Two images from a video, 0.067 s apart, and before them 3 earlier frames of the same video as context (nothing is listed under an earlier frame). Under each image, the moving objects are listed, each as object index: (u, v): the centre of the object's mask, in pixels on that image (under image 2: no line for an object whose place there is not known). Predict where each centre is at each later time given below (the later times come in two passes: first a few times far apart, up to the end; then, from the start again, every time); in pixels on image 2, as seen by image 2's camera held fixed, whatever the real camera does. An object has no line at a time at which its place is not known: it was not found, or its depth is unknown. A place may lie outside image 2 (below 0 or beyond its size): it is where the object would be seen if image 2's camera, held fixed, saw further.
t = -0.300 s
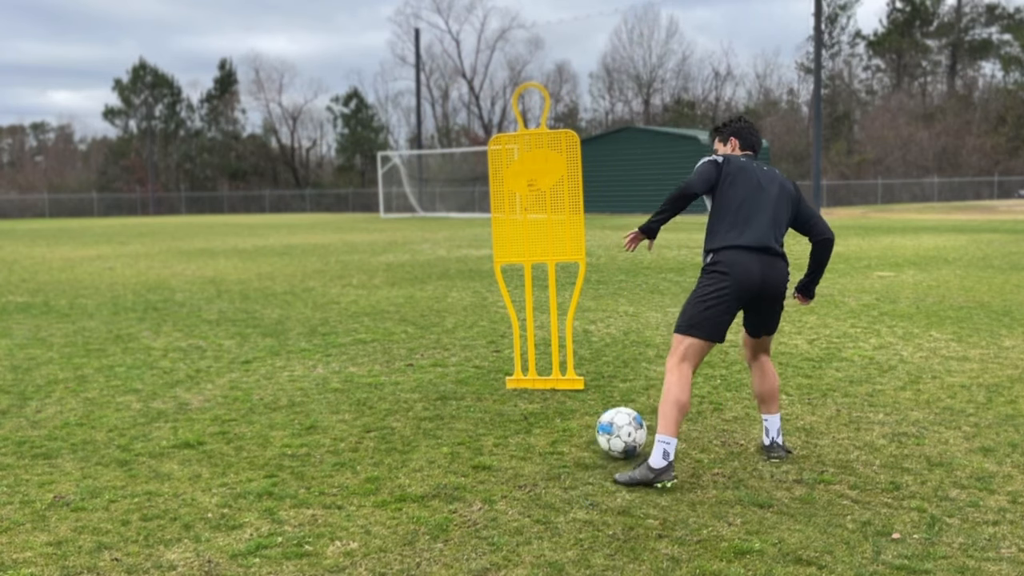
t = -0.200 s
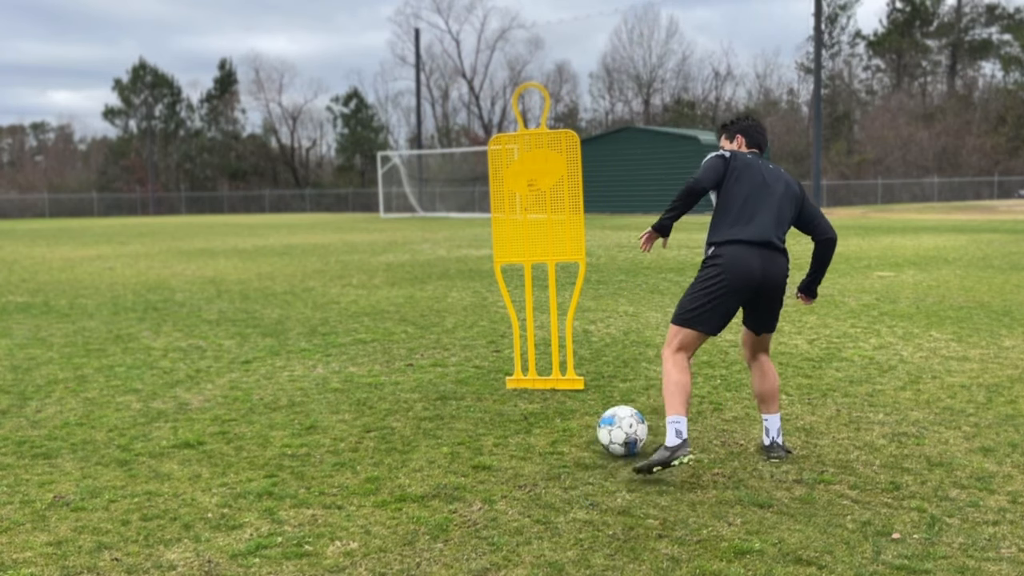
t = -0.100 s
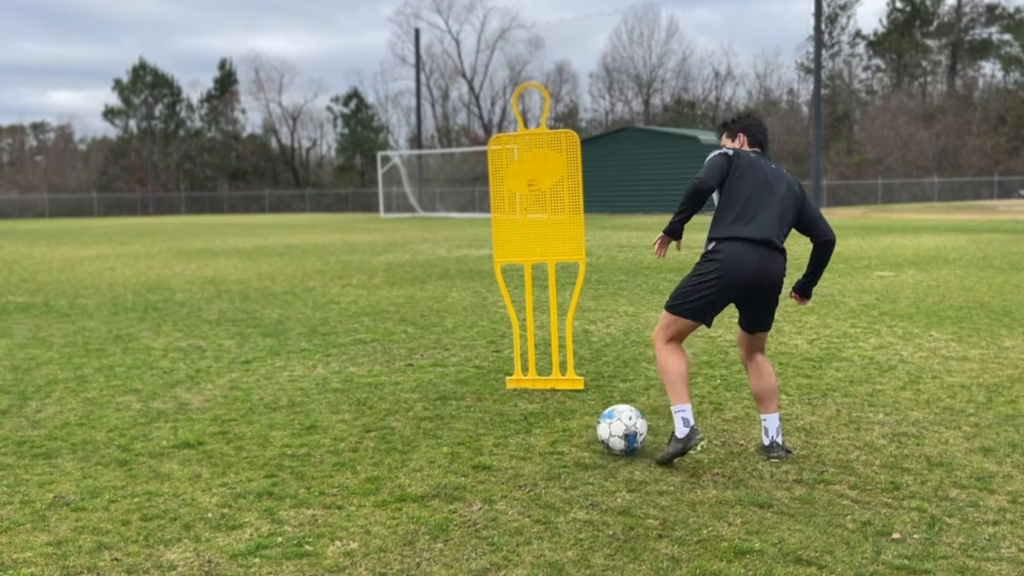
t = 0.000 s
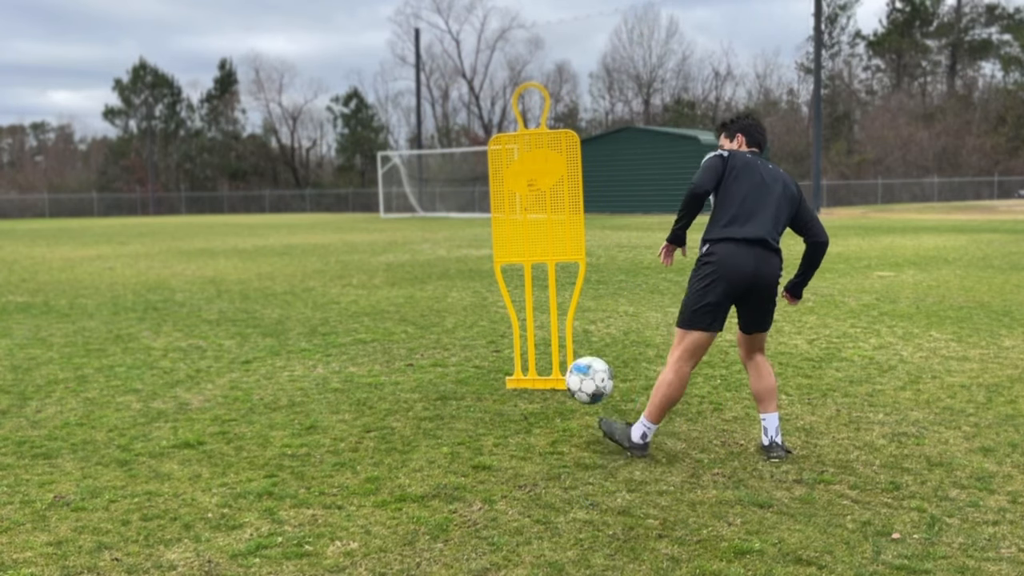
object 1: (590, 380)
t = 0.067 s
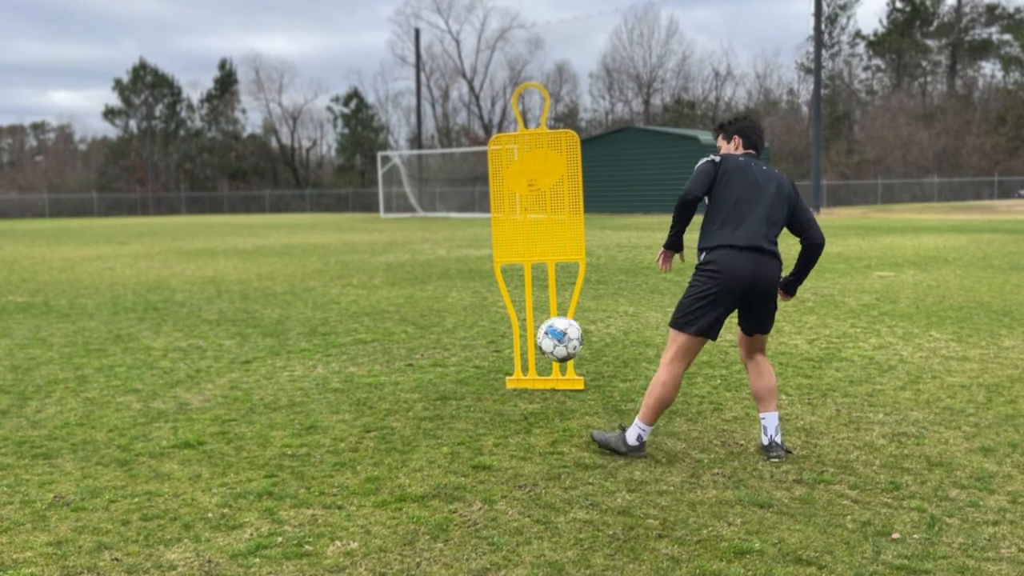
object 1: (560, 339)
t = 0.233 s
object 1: (496, 283)
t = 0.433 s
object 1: (432, 288)
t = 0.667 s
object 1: (374, 354)
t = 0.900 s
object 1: (347, 324)
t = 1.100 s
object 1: (326, 343)
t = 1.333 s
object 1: (298, 341)
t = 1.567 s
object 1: (272, 337)
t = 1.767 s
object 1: (253, 335)
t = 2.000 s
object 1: (231, 331)
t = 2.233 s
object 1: (212, 328)
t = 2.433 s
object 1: (196, 328)
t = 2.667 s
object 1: (182, 326)
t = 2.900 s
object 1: (171, 326)
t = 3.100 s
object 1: (162, 326)
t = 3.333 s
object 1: (154, 326)
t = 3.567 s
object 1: (149, 325)
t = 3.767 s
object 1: (148, 325)
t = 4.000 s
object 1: (150, 325)
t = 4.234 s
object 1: (150, 325)
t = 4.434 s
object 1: (150, 325)
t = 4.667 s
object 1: (150, 325)
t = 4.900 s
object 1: (150, 325)
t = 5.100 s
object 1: (150, 325)
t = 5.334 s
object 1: (150, 325)
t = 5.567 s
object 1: (150, 325)
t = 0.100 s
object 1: (546, 322)
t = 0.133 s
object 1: (533, 309)
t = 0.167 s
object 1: (520, 298)
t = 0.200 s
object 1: (508, 289)
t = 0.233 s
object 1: (496, 283)
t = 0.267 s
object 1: (484, 279)
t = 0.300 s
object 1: (473, 277)
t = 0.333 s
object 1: (462, 277)
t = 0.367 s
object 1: (452, 279)
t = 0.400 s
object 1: (441, 282)
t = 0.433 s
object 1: (432, 288)
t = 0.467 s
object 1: (423, 295)
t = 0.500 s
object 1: (413, 303)
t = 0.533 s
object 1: (404, 313)
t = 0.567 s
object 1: (396, 325)
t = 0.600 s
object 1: (387, 337)
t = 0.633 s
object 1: (380, 352)
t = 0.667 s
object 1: (374, 354)
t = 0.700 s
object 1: (370, 345)
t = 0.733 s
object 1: (366, 337)
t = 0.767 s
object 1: (362, 331)
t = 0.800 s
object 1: (358, 327)
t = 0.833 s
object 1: (354, 324)
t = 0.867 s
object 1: (350, 324)
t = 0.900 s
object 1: (347, 324)
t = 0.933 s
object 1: (343, 326)
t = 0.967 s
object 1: (340, 330)
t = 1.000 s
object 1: (337, 336)
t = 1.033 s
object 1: (333, 343)
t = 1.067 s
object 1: (330, 348)
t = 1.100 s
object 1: (326, 343)
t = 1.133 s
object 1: (322, 339)
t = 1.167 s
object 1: (317, 337)
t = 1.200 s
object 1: (313, 337)
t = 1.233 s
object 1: (309, 337)
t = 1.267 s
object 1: (305, 341)
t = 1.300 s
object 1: (302, 342)
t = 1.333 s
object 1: (298, 341)
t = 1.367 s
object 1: (294, 340)
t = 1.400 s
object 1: (290, 340)
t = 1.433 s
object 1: (286, 340)
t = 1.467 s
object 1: (283, 339)
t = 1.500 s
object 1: (279, 338)
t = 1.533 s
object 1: (276, 338)
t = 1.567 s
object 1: (272, 337)
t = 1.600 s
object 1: (269, 336)
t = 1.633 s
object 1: (266, 335)
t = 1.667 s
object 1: (263, 336)
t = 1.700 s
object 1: (259, 336)
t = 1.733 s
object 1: (257, 335)
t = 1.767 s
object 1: (253, 335)
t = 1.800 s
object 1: (250, 334)
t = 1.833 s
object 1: (247, 334)
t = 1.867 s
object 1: (243, 333)
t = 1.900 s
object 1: (240, 333)
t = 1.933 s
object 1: (237, 333)
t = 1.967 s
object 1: (234, 331)
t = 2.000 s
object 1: (231, 331)
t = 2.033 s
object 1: (228, 331)
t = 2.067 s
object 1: (225, 330)
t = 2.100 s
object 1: (222, 329)
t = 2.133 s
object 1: (220, 329)
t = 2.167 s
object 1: (217, 329)
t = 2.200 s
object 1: (215, 329)
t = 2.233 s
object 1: (212, 328)
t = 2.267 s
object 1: (210, 328)
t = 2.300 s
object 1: (207, 328)
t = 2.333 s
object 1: (204, 328)
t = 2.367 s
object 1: (202, 328)
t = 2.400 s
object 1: (199, 328)
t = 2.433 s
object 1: (196, 328)
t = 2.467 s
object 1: (194, 327)
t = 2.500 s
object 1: (192, 327)
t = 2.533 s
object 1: (190, 326)
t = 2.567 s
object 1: (188, 326)
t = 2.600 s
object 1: (186, 326)
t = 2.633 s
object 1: (184, 326)
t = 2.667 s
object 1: (182, 326)
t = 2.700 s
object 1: (180, 326)
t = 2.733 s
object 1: (179, 326)
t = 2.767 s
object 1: (177, 325)
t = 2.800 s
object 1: (176, 326)
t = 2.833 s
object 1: (174, 326)
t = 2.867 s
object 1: (172, 326)
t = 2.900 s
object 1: (171, 326)
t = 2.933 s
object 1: (169, 326)
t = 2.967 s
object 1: (168, 325)
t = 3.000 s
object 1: (166, 325)
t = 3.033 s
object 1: (165, 326)
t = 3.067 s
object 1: (163, 326)
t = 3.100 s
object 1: (162, 326)
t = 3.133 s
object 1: (161, 326)
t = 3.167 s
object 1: (160, 326)
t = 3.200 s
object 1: (158, 326)
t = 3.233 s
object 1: (157, 326)
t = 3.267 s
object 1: (156, 326)
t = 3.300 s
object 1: (155, 326)
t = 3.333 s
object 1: (154, 326)
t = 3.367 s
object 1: (154, 326)
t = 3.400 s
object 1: (153, 326)
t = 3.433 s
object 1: (152, 325)
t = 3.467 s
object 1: (151, 325)
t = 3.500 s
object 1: (150, 325)
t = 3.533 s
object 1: (150, 325)
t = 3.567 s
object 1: (149, 325)
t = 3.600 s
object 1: (149, 325)
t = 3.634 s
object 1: (149, 325)
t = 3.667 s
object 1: (148, 325)
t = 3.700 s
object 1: (148, 325)
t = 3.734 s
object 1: (148, 325)
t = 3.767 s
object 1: (148, 325)
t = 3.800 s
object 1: (148, 325)
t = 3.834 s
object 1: (149, 325)
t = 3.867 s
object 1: (149, 325)
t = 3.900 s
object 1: (149, 325)
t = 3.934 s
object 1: (149, 325)
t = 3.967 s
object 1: (149, 325)
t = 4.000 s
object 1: (150, 325)
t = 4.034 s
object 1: (150, 325)
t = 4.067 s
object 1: (150, 325)
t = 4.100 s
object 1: (150, 325)
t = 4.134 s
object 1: (150, 325)
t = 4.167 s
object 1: (150, 325)
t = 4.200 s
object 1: (150, 325)
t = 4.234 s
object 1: (150, 325)
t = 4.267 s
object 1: (150, 325)
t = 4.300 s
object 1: (150, 325)
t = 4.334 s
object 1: (150, 325)
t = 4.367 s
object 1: (150, 325)
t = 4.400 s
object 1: (150, 325)
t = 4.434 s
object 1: (150, 325)
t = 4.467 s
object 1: (150, 325)
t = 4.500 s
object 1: (150, 325)
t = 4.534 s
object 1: (150, 325)
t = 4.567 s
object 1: (150, 325)
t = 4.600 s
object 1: (150, 325)
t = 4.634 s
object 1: (150, 325)
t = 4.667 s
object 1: (150, 325)
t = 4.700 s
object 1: (150, 325)
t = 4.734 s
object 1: (150, 325)
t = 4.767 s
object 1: (150, 325)
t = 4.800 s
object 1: (150, 325)
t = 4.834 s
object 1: (150, 325)
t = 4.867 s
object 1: (150, 325)
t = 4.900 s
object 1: (150, 325)
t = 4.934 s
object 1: (150, 325)
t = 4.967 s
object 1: (150, 325)
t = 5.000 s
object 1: (150, 325)
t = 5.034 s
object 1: (150, 325)
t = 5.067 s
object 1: (150, 325)
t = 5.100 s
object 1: (150, 325)
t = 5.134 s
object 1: (150, 325)
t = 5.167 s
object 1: (150, 325)
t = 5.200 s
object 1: (150, 325)
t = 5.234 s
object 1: (150, 325)
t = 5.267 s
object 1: (150, 325)
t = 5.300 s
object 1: (150, 325)
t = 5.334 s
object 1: (150, 325)
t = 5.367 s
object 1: (150, 325)
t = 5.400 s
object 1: (150, 326)
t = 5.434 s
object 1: (150, 325)
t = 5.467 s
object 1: (150, 326)
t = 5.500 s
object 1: (150, 325)
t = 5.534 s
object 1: (150, 325)
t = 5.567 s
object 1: (150, 325)
